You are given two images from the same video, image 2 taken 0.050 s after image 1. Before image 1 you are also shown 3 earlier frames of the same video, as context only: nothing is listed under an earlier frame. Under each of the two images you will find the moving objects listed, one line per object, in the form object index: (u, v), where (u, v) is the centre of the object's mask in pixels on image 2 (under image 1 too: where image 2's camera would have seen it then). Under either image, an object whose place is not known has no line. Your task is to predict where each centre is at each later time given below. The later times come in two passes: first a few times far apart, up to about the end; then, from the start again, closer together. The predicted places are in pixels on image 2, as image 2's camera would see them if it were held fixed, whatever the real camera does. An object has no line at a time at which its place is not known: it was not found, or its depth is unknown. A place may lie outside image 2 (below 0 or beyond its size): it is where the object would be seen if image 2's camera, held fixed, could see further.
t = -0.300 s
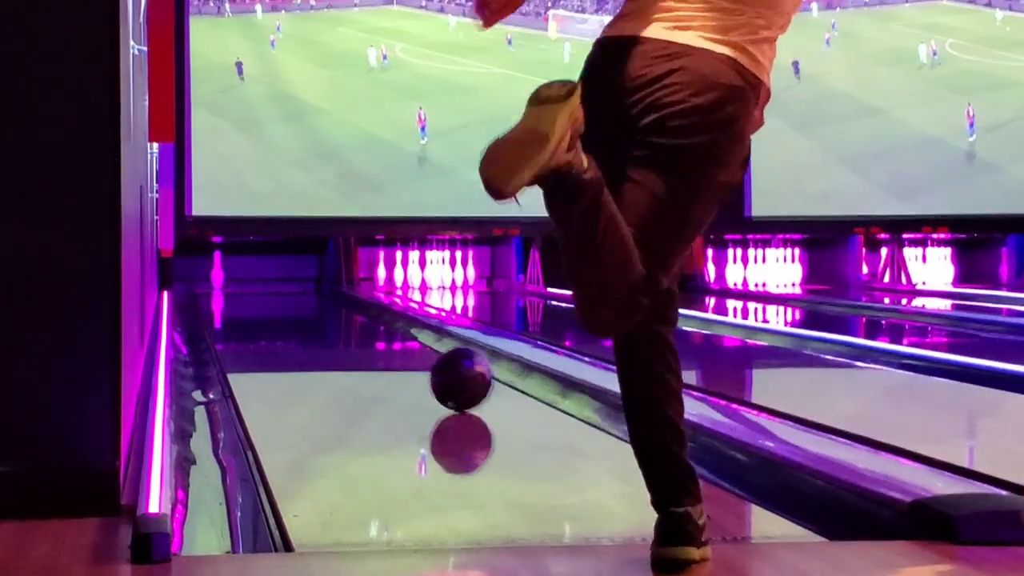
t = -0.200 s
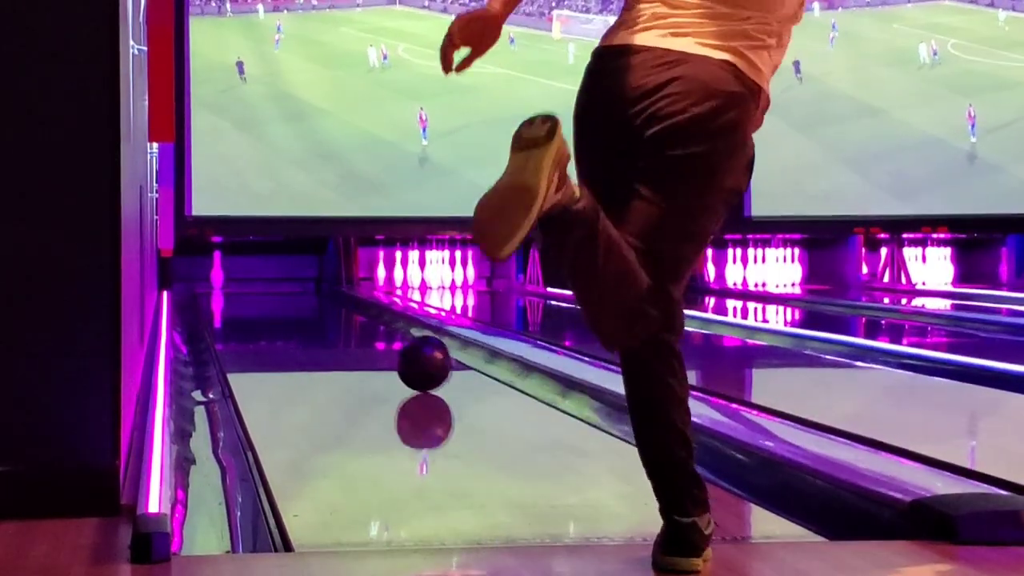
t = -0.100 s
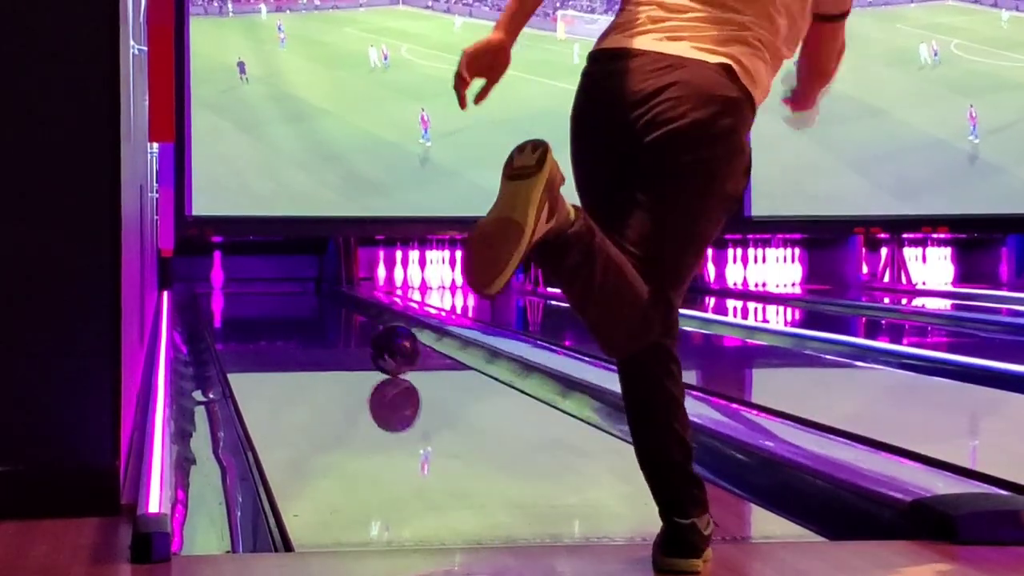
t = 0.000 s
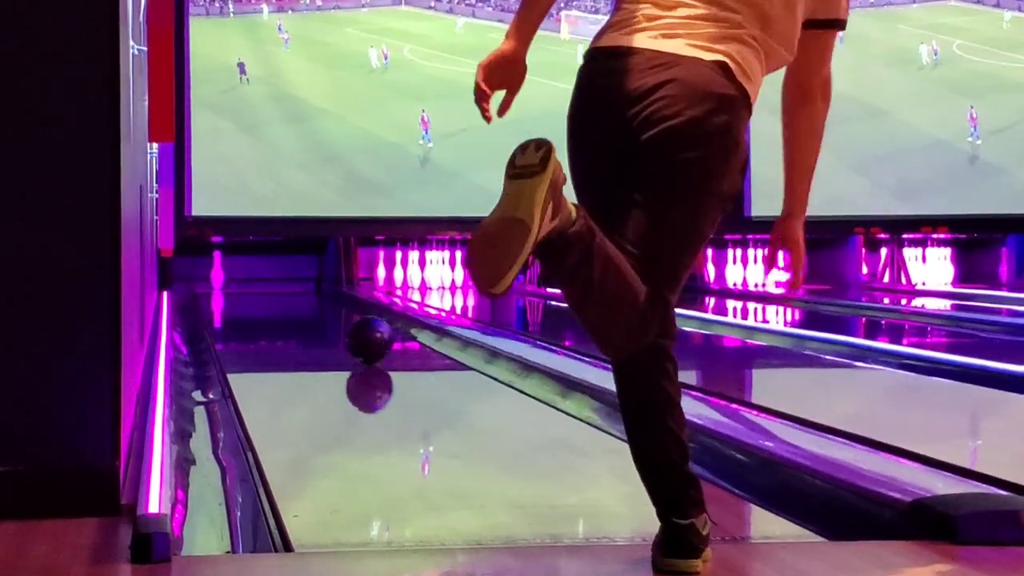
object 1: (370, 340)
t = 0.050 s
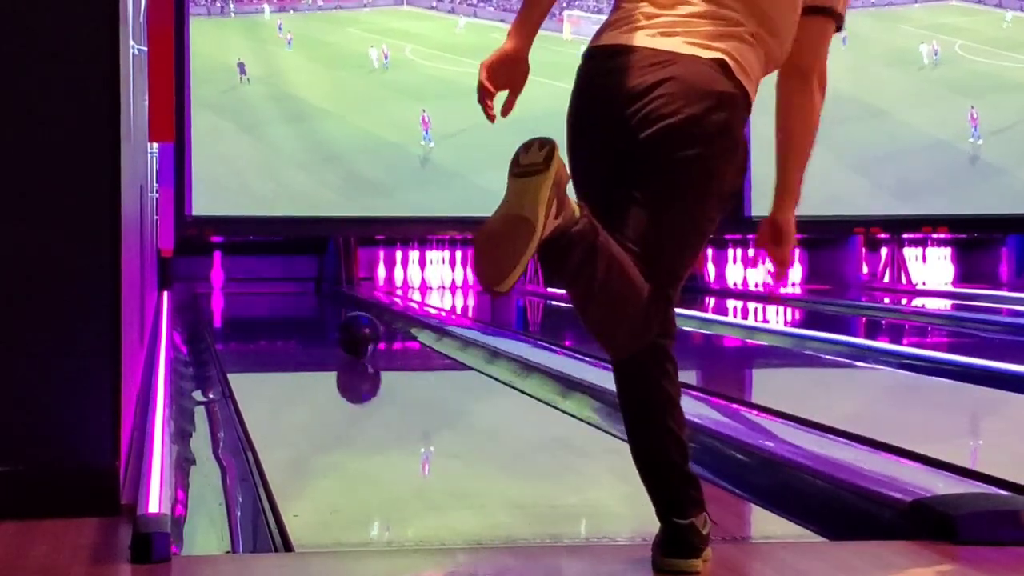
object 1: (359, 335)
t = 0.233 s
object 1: (324, 321)
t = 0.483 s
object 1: (289, 307)
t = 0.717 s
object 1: (262, 298)
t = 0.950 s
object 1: (240, 291)
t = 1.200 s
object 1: (221, 284)
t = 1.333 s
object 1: (210, 282)
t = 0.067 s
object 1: (355, 334)
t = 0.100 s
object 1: (349, 331)
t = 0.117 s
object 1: (347, 329)
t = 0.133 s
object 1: (342, 328)
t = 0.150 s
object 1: (339, 327)
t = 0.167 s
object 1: (335, 325)
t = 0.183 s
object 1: (334, 324)
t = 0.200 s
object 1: (333, 323)
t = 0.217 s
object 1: (328, 322)
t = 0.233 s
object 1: (324, 321)
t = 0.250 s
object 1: (321, 320)
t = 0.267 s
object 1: (319, 319)
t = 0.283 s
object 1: (317, 318)
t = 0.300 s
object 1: (315, 316)
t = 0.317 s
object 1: (312, 315)
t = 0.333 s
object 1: (309, 314)
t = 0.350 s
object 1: (306, 315)
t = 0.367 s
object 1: (304, 314)
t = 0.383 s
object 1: (302, 314)
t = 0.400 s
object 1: (300, 313)
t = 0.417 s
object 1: (298, 312)
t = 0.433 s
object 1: (295, 310)
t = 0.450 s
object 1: (293, 310)
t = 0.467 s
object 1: (291, 308)
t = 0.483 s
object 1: (289, 307)
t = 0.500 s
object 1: (286, 307)
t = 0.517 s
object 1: (285, 308)
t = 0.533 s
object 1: (282, 306)
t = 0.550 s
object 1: (280, 306)
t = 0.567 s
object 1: (279, 305)
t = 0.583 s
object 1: (277, 303)
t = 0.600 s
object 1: (274, 304)
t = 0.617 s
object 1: (273, 303)
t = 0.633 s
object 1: (271, 303)
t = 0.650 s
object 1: (269, 302)
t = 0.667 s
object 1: (268, 301)
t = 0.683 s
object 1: (266, 300)
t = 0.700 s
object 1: (264, 299)
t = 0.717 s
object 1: (262, 298)
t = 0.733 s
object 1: (261, 297)
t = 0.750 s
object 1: (259, 297)
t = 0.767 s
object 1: (257, 296)
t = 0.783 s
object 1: (256, 296)
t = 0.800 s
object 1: (254, 295)
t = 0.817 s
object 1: (252, 294)
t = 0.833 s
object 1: (251, 294)
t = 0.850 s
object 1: (249, 293)
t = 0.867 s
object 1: (248, 293)
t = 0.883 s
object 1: (246, 293)
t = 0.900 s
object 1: (245, 292)
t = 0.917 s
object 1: (243, 292)
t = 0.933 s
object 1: (242, 291)
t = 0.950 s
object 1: (240, 291)
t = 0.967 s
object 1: (239, 290)
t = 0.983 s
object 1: (238, 290)
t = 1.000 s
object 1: (237, 289)
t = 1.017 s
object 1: (236, 289)
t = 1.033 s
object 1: (236, 290)
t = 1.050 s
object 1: (233, 288)
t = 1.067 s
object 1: (231, 288)
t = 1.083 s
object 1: (229, 288)
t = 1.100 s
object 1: (228, 287)
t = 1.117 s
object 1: (227, 286)
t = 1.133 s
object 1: (226, 286)
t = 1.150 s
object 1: (224, 286)
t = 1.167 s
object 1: (223, 285)
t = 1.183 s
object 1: (221, 285)
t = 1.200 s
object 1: (221, 284)
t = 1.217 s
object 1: (219, 284)
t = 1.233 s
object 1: (218, 283)
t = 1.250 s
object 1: (217, 284)
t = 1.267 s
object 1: (215, 283)
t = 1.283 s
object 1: (214, 283)
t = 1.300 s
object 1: (212, 282)
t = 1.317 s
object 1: (211, 282)
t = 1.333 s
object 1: (210, 282)
